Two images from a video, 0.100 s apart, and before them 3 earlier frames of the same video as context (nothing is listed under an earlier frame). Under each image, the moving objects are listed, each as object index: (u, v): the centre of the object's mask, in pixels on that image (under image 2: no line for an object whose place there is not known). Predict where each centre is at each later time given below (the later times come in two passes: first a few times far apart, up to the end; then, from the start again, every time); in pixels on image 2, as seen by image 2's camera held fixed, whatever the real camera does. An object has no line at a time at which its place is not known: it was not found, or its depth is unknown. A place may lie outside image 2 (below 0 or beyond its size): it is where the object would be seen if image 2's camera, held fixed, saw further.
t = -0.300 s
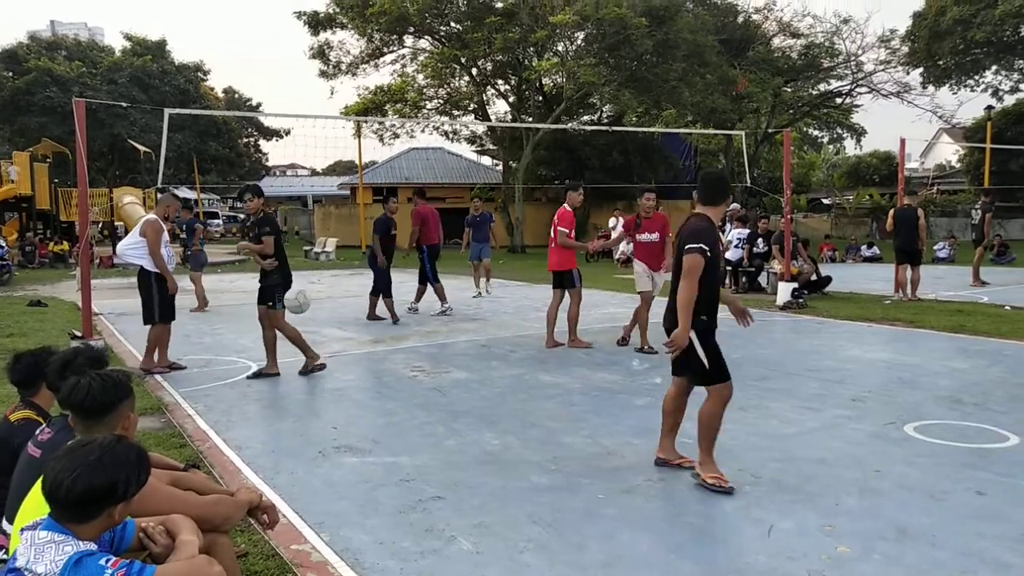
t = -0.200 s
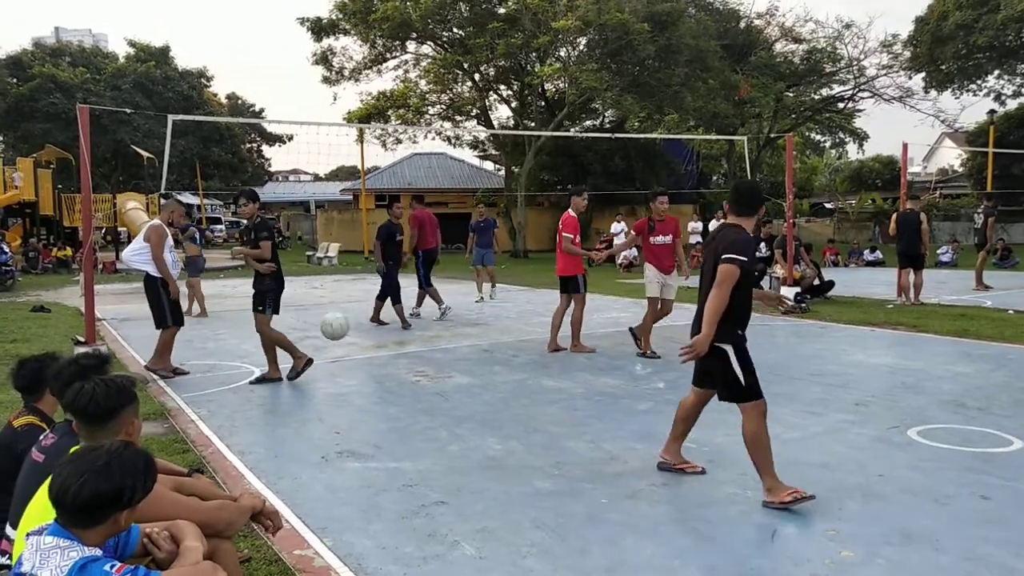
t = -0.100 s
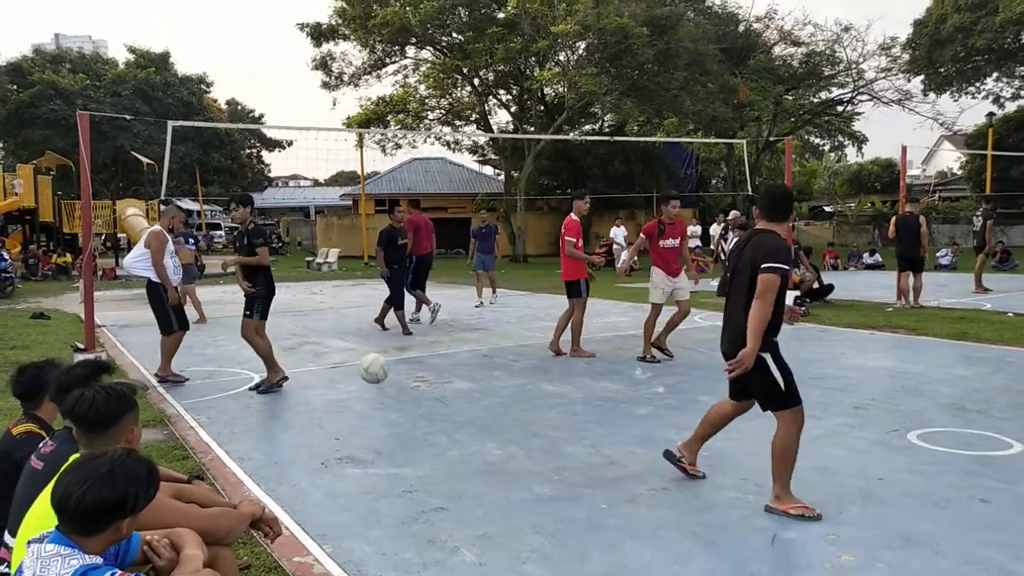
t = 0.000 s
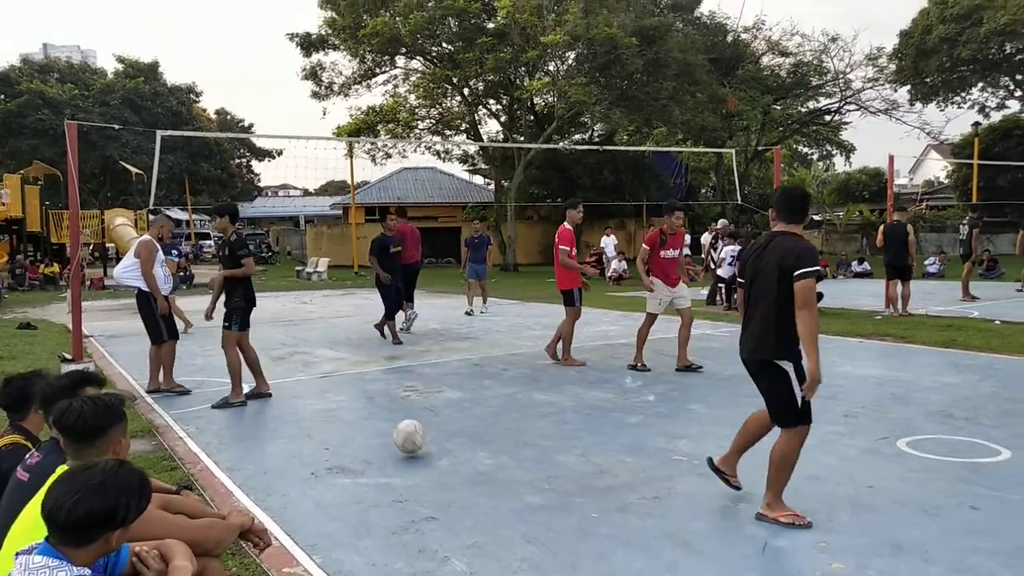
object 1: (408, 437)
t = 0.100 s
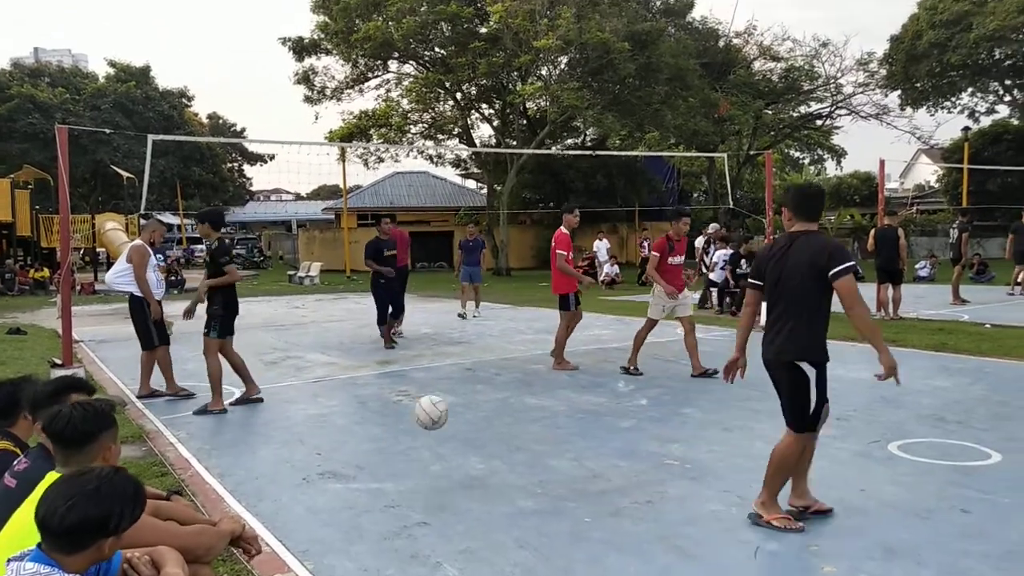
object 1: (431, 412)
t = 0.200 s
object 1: (463, 383)
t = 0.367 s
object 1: (526, 367)
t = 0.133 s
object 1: (441, 401)
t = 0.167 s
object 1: (452, 391)
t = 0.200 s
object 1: (463, 383)
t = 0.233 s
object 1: (474, 376)
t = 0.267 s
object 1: (486, 371)
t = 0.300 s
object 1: (498, 367)
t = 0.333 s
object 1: (512, 366)
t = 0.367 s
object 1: (526, 367)
